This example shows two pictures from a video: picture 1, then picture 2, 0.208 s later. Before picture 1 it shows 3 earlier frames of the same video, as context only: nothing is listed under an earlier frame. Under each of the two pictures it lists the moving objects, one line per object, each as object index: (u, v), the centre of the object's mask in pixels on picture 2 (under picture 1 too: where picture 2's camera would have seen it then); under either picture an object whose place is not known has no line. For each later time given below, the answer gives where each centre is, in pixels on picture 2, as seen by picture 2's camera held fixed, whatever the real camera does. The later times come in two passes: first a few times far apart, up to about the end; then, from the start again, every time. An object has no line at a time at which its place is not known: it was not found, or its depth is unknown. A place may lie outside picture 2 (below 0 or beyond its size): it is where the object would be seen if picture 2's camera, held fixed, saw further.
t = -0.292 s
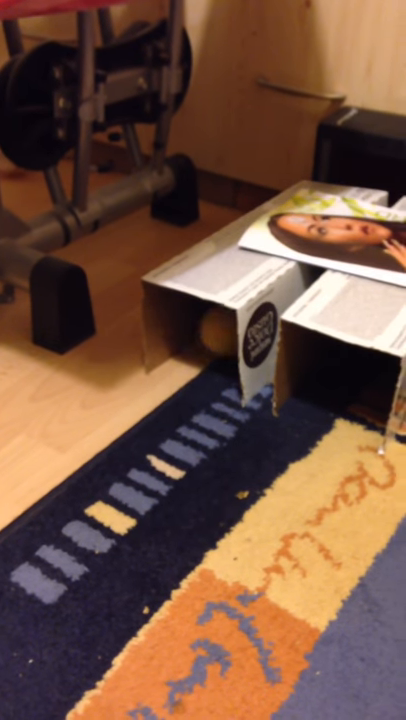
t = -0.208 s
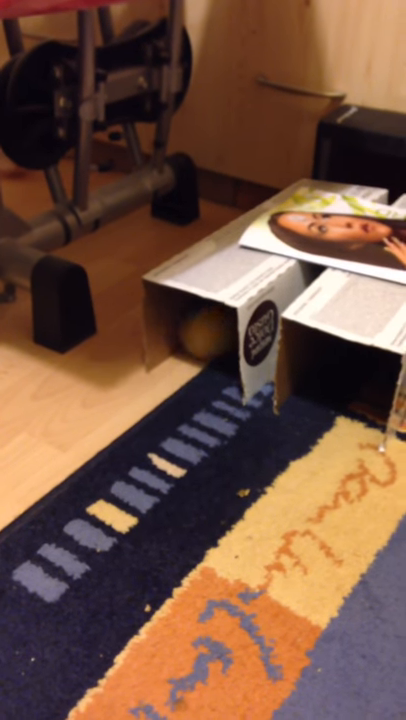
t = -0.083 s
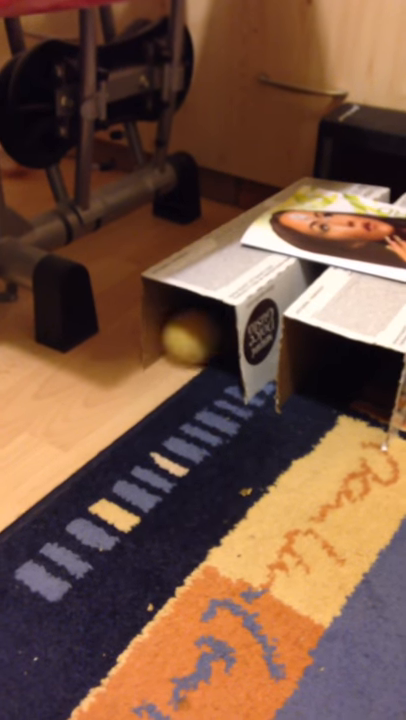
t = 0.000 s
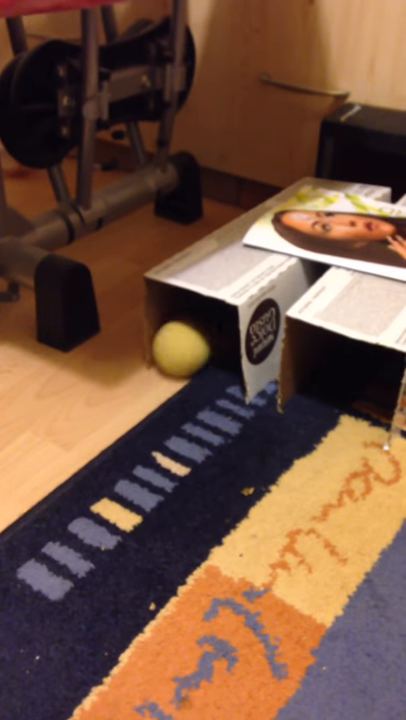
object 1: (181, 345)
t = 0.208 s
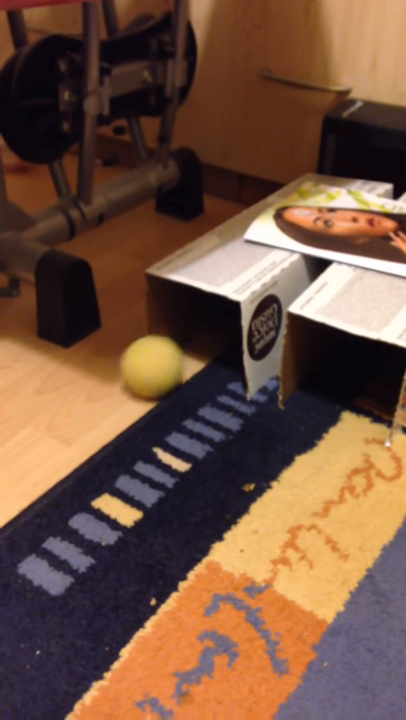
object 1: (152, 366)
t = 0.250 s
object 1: (144, 370)
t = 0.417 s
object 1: (113, 387)
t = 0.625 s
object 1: (77, 407)
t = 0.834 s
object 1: (47, 427)
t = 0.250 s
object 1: (144, 370)
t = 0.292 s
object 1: (135, 375)
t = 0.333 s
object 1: (128, 380)
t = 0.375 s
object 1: (120, 384)
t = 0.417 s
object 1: (113, 387)
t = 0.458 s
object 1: (106, 391)
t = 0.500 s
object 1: (98, 395)
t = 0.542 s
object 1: (91, 399)
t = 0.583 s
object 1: (84, 403)
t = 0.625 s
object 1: (77, 407)
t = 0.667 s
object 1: (70, 411)
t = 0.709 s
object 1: (64, 415)
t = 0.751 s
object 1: (58, 419)
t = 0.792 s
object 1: (52, 423)
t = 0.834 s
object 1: (47, 427)
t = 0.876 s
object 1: (42, 432)
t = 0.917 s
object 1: (39, 436)
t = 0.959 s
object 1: (36, 439)
